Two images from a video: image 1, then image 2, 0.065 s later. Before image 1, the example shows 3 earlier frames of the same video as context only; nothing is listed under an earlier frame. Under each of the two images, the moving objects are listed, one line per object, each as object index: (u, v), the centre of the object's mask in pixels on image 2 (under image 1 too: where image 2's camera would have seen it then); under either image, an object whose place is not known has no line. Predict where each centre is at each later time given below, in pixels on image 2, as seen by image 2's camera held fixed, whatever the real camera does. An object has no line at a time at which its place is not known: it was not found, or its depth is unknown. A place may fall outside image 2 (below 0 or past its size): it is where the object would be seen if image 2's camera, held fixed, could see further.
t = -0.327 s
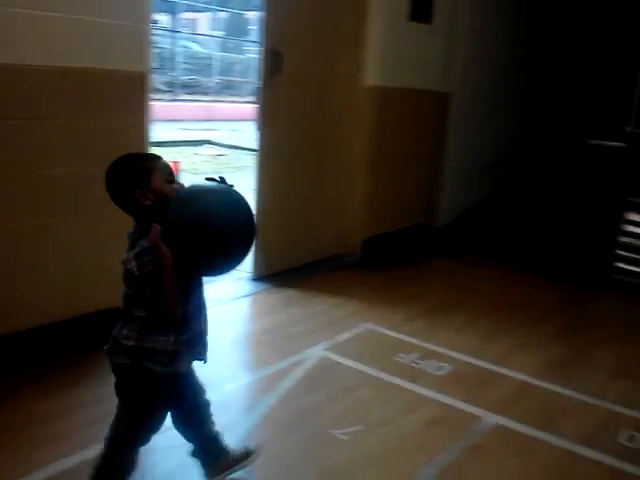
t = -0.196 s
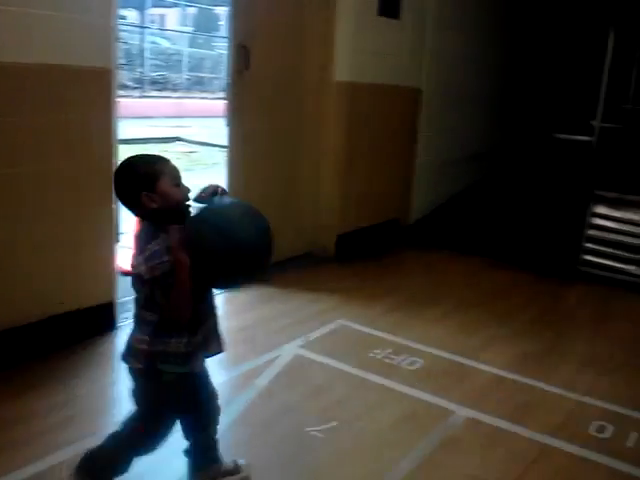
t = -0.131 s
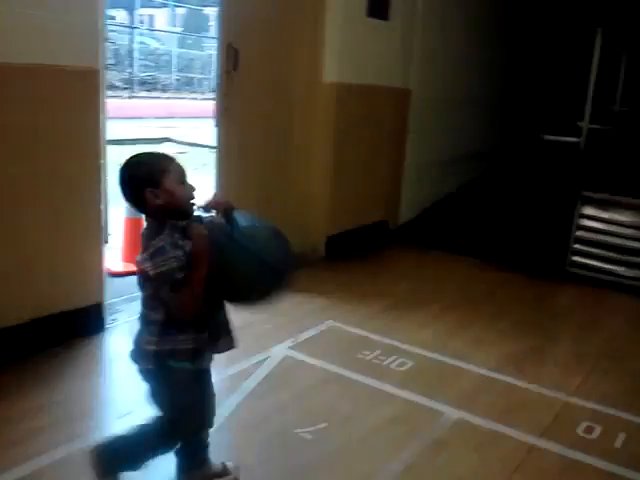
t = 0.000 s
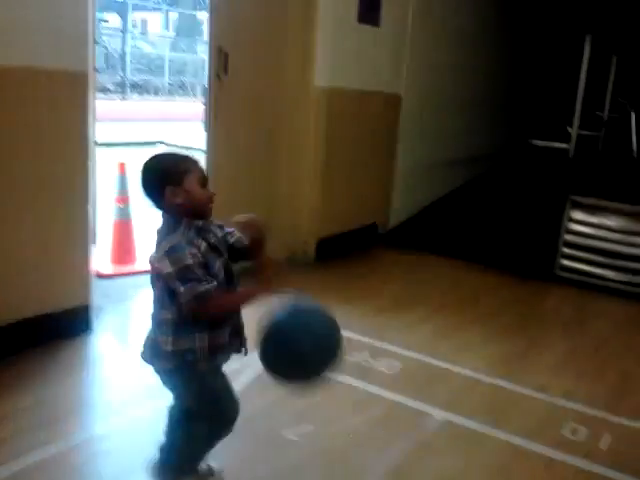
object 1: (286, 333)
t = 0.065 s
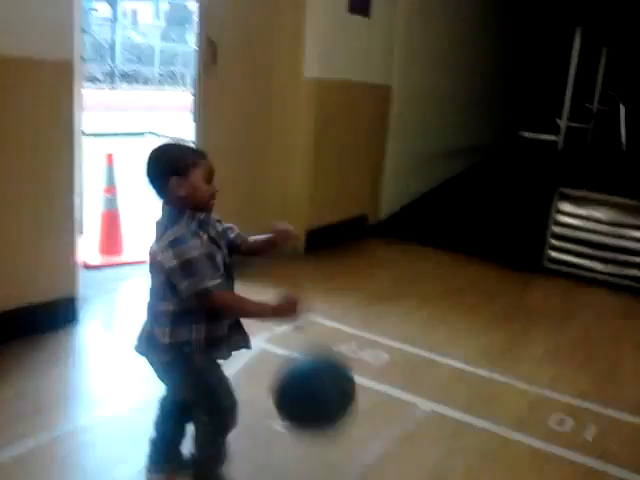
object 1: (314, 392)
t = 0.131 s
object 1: (338, 451)
